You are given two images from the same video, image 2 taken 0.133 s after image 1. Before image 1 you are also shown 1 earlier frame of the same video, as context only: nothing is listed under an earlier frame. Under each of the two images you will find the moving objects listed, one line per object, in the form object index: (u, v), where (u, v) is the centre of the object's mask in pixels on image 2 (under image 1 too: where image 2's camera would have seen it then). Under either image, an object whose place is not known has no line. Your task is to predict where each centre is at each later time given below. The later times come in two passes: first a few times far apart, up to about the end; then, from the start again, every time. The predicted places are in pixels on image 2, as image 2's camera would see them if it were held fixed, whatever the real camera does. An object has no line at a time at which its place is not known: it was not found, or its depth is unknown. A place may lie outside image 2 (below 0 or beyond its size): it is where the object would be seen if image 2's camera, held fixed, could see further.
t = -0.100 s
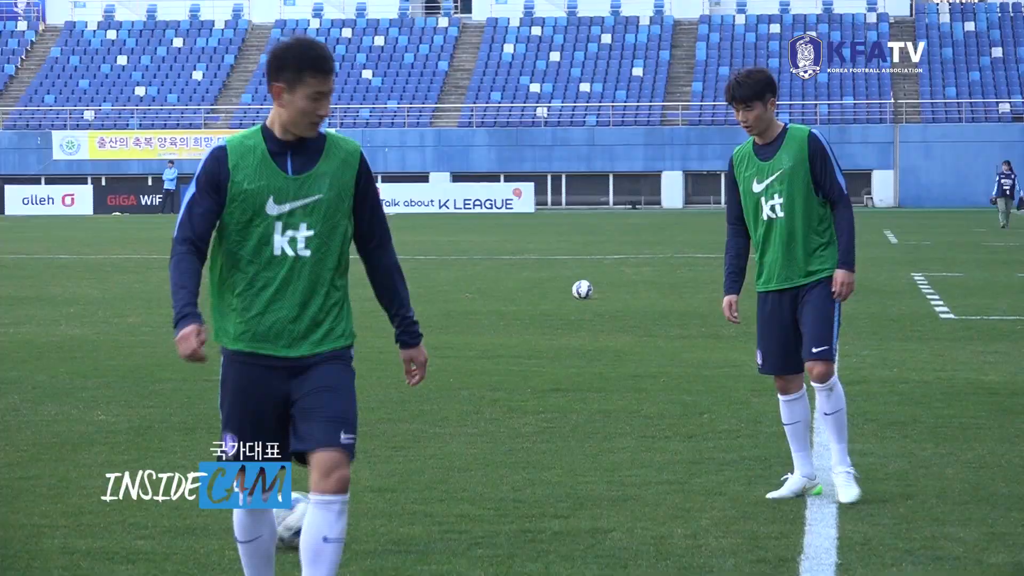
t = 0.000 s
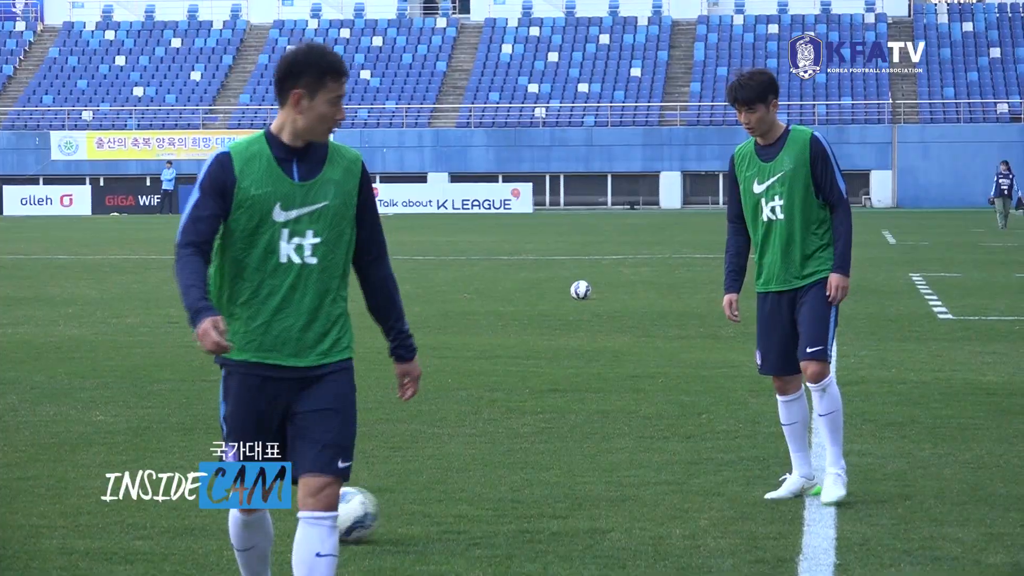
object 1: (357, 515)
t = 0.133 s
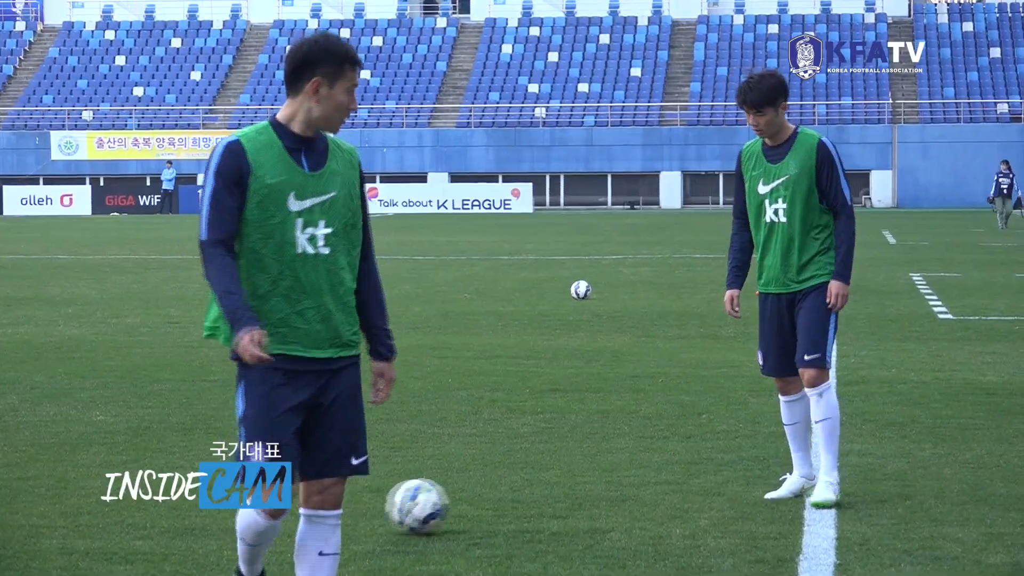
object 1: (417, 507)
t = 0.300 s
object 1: (499, 500)
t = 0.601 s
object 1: (631, 486)
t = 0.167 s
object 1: (434, 506)
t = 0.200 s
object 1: (451, 504)
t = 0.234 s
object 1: (467, 502)
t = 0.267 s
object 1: (483, 499)
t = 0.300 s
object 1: (499, 500)
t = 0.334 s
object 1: (514, 499)
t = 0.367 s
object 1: (529, 496)
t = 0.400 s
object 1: (544, 495)
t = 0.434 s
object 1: (560, 494)
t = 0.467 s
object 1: (574, 492)
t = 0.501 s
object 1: (589, 489)
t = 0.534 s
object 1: (603, 488)
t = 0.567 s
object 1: (617, 488)
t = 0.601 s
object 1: (631, 486)
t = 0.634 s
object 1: (644, 484)
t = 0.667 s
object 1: (657, 482)
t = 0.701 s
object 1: (671, 481)
